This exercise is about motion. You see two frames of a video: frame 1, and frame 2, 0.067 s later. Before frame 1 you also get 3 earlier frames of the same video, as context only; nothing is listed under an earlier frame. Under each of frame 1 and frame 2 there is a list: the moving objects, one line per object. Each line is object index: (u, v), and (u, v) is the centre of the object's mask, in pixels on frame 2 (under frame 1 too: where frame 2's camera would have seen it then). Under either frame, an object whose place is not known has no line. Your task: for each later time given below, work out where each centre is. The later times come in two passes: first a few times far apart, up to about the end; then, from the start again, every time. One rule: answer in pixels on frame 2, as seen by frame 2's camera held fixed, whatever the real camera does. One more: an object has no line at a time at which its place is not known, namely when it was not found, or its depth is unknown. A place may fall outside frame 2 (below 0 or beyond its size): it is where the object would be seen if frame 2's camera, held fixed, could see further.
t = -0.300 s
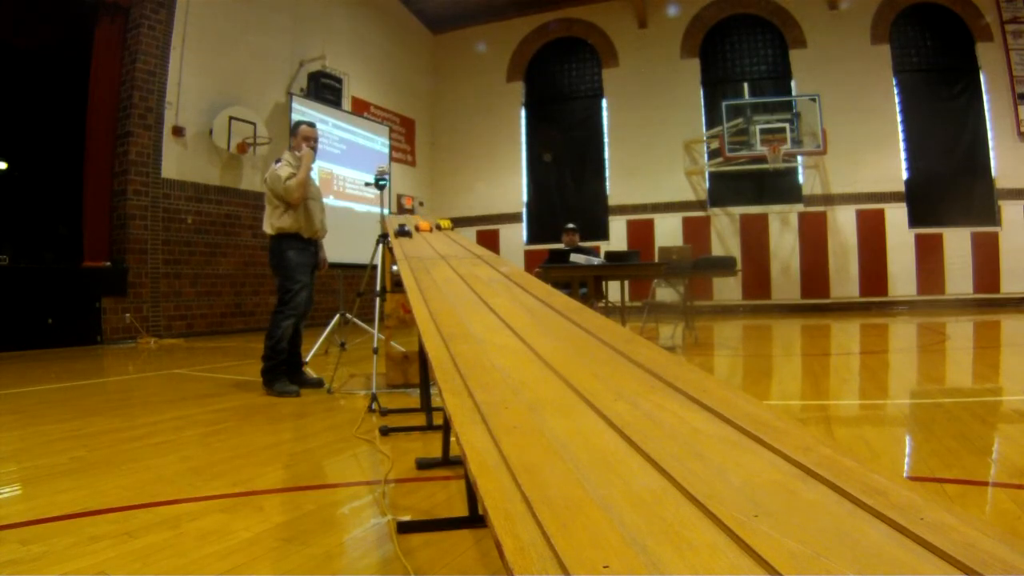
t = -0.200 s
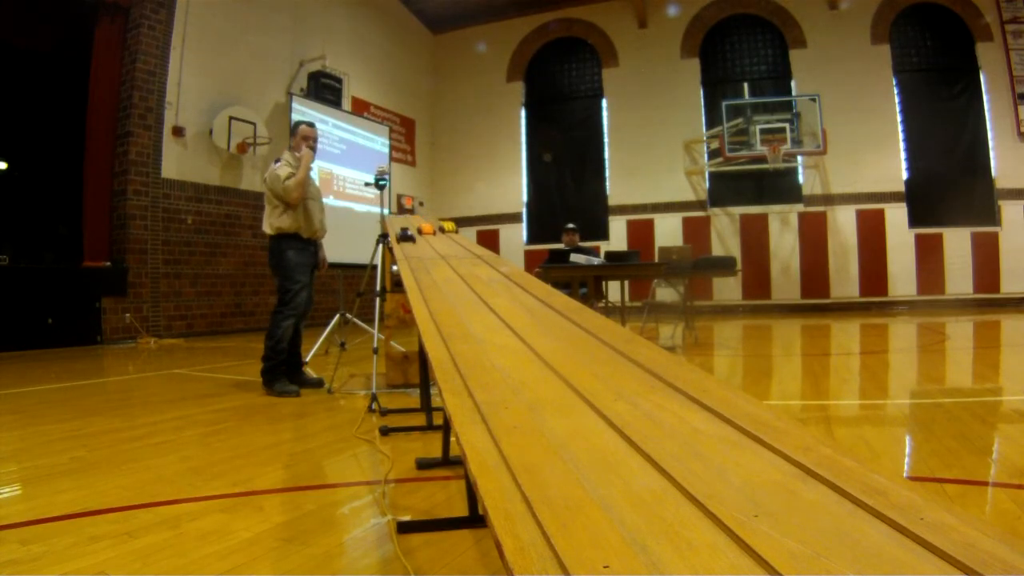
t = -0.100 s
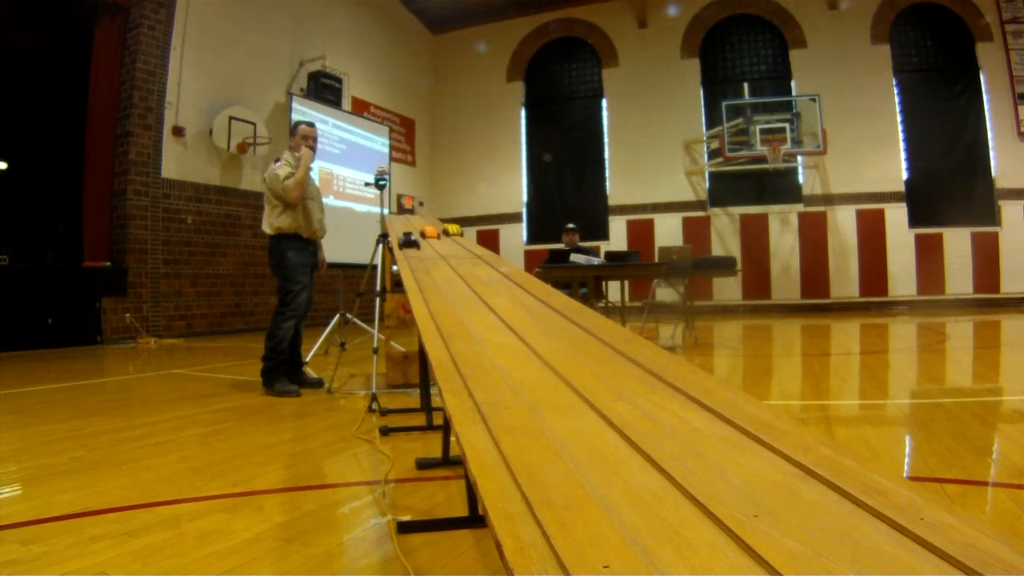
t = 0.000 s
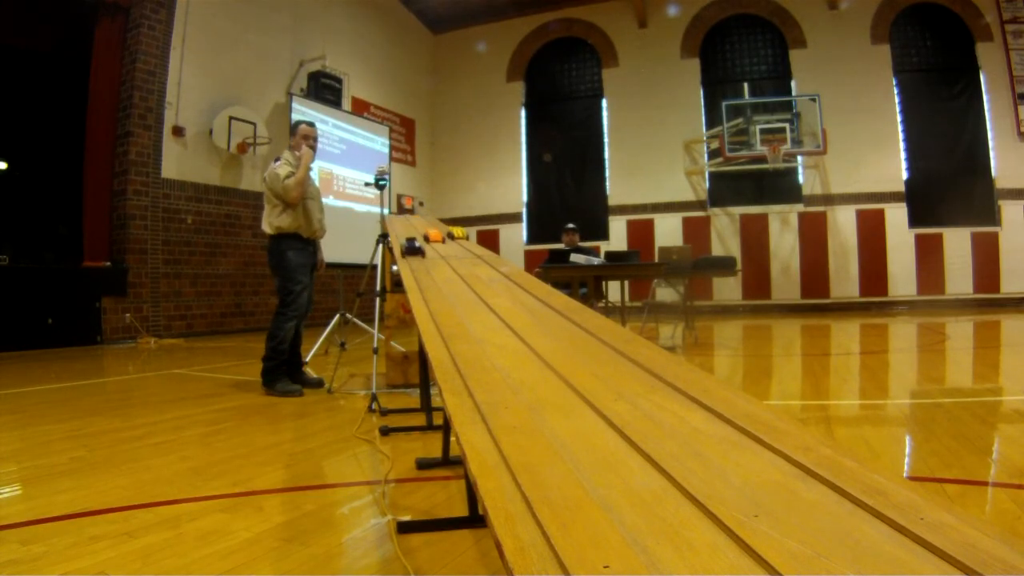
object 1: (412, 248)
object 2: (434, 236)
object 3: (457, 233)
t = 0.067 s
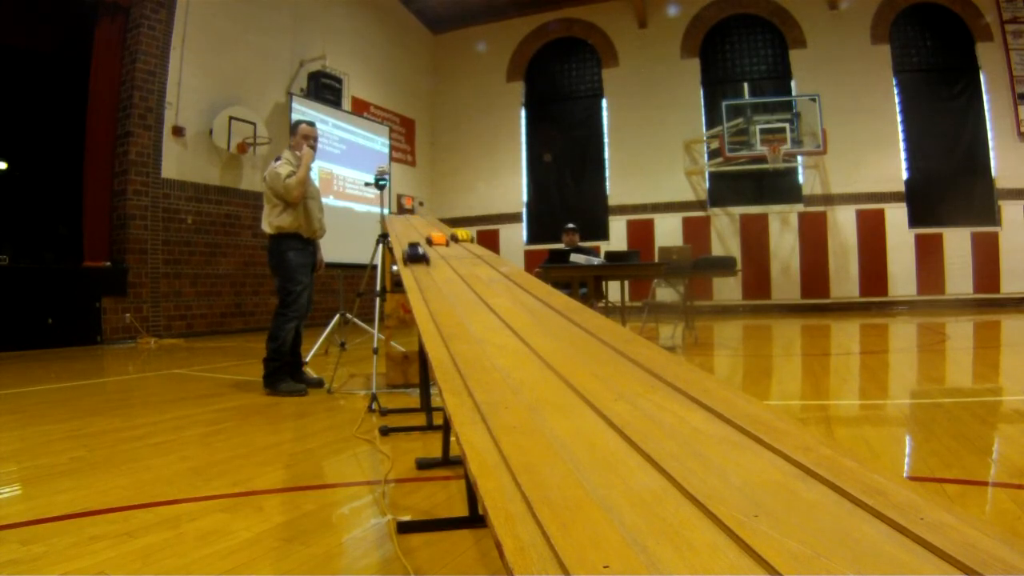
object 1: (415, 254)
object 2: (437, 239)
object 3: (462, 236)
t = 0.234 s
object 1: (428, 279)
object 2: (447, 247)
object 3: (474, 242)
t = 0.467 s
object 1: (491, 377)
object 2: (473, 269)
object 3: (502, 259)
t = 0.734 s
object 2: (548, 331)
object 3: (571, 297)
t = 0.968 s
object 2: (833, 526)
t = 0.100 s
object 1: (417, 258)
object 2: (439, 241)
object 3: (463, 237)
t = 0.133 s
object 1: (419, 263)
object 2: (441, 242)
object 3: (466, 238)
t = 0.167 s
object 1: (421, 268)
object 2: (443, 244)
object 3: (468, 239)
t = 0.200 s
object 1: (424, 273)
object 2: (445, 245)
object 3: (471, 241)
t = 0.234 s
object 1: (428, 279)
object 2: (447, 247)
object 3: (474, 242)
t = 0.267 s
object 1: (432, 286)
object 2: (450, 250)
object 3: (477, 244)
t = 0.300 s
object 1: (437, 295)
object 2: (453, 252)
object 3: (480, 245)
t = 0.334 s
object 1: (443, 305)
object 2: (456, 255)
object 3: (483, 247)
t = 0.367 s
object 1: (451, 317)
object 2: (459, 259)
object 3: (488, 250)
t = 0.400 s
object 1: (460, 332)
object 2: (463, 261)
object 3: (492, 252)
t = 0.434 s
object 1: (472, 352)
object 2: (468, 265)
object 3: (497, 255)
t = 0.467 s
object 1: (491, 377)
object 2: (473, 269)
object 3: (502, 259)
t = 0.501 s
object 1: (517, 415)
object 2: (478, 273)
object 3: (507, 262)
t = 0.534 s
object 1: (566, 481)
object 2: (484, 279)
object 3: (514, 266)
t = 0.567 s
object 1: (614, 523)
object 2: (491, 284)
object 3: (521, 270)
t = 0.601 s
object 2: (499, 292)
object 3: (528, 274)
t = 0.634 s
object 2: (508, 299)
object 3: (537, 279)
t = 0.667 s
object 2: (519, 308)
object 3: (547, 284)
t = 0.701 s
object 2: (532, 318)
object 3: (557, 290)
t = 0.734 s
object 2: (548, 331)
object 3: (571, 297)
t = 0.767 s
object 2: (569, 345)
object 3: (586, 305)
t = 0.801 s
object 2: (595, 365)
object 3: (601, 314)
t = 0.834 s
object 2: (624, 391)
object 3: (621, 324)
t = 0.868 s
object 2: (669, 424)
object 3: (647, 339)
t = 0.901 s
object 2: (737, 475)
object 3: (676, 354)
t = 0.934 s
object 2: (786, 504)
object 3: (708, 373)
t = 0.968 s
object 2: (833, 526)
